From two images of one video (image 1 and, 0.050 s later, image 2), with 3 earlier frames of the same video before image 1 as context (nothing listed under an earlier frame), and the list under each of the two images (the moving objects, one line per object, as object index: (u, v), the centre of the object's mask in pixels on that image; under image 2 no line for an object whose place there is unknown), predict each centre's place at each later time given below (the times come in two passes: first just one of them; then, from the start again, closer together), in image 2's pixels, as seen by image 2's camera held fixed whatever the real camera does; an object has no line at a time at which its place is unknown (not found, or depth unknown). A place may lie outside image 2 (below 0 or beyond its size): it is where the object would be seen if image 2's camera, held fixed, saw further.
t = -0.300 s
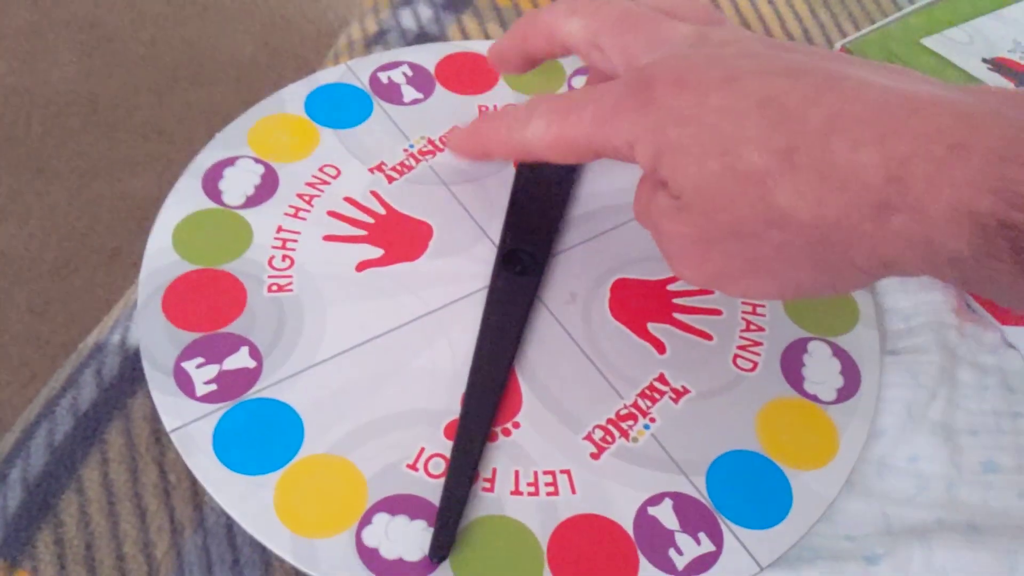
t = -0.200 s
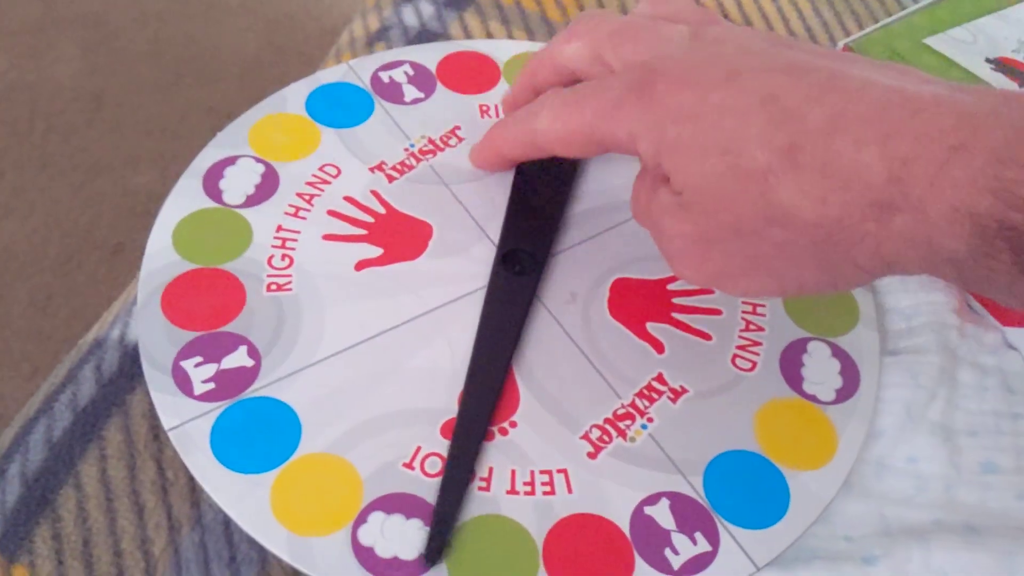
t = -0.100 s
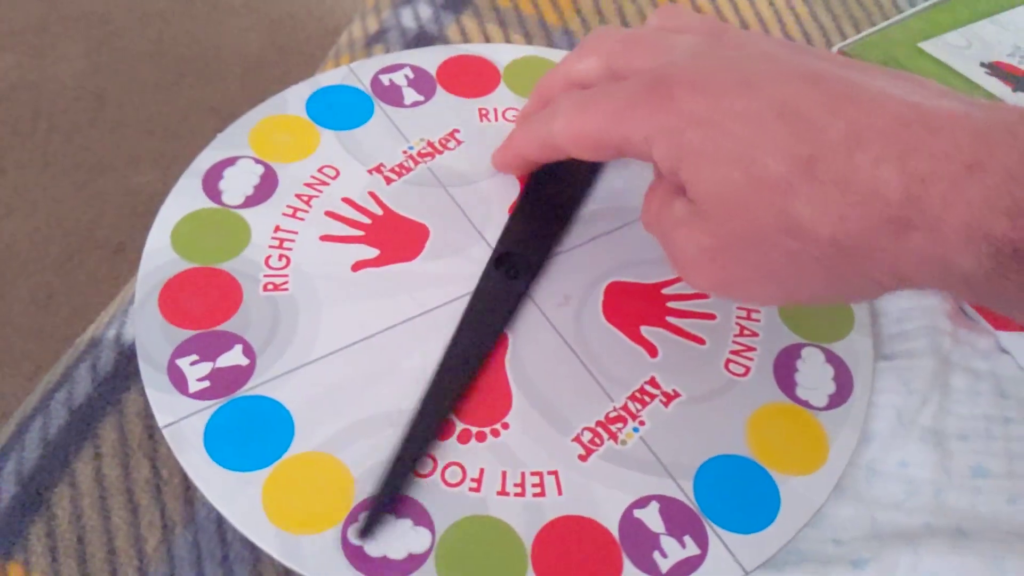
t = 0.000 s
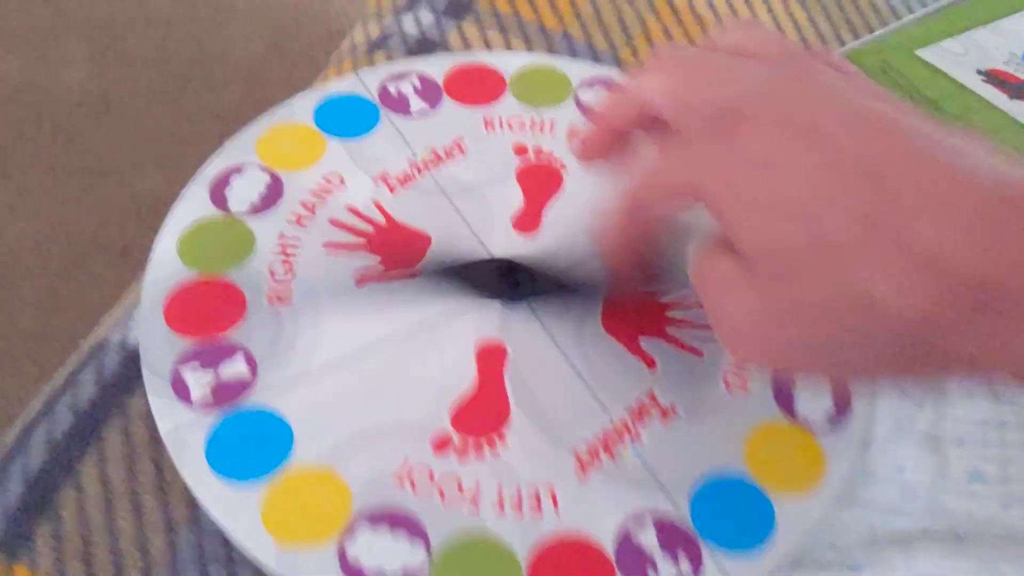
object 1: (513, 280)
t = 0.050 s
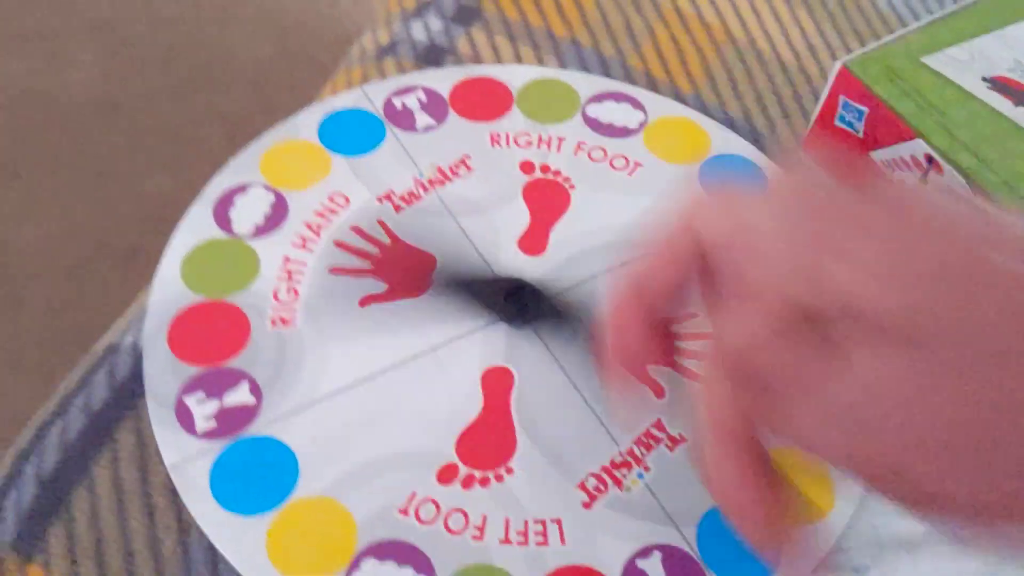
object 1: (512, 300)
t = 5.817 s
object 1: (523, 303)
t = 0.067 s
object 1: (520, 308)
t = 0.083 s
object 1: (524, 302)
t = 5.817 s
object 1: (523, 303)
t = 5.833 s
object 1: (524, 303)
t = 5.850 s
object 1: (522, 303)
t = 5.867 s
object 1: (523, 303)
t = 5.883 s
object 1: (522, 303)
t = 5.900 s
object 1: (522, 303)
